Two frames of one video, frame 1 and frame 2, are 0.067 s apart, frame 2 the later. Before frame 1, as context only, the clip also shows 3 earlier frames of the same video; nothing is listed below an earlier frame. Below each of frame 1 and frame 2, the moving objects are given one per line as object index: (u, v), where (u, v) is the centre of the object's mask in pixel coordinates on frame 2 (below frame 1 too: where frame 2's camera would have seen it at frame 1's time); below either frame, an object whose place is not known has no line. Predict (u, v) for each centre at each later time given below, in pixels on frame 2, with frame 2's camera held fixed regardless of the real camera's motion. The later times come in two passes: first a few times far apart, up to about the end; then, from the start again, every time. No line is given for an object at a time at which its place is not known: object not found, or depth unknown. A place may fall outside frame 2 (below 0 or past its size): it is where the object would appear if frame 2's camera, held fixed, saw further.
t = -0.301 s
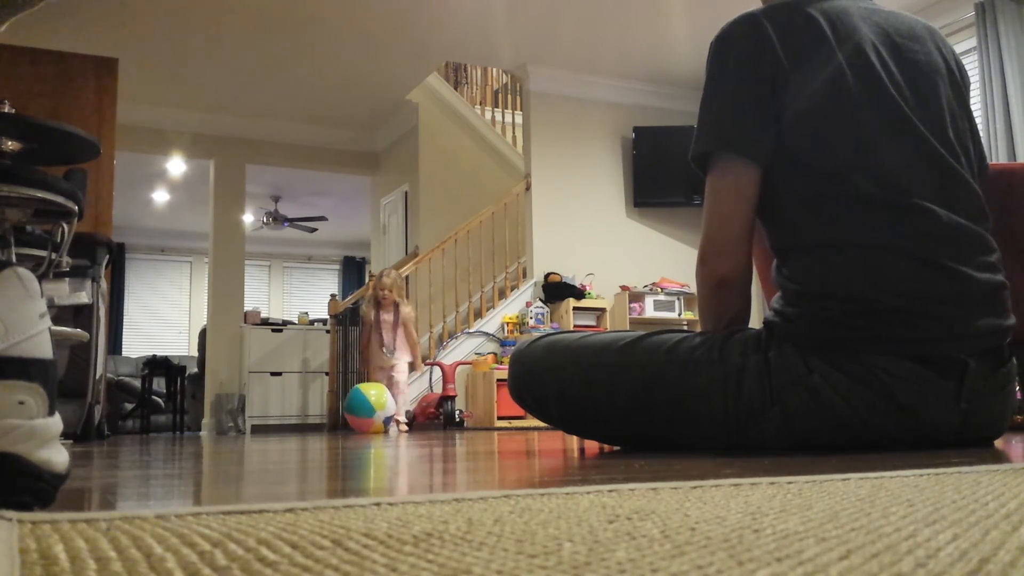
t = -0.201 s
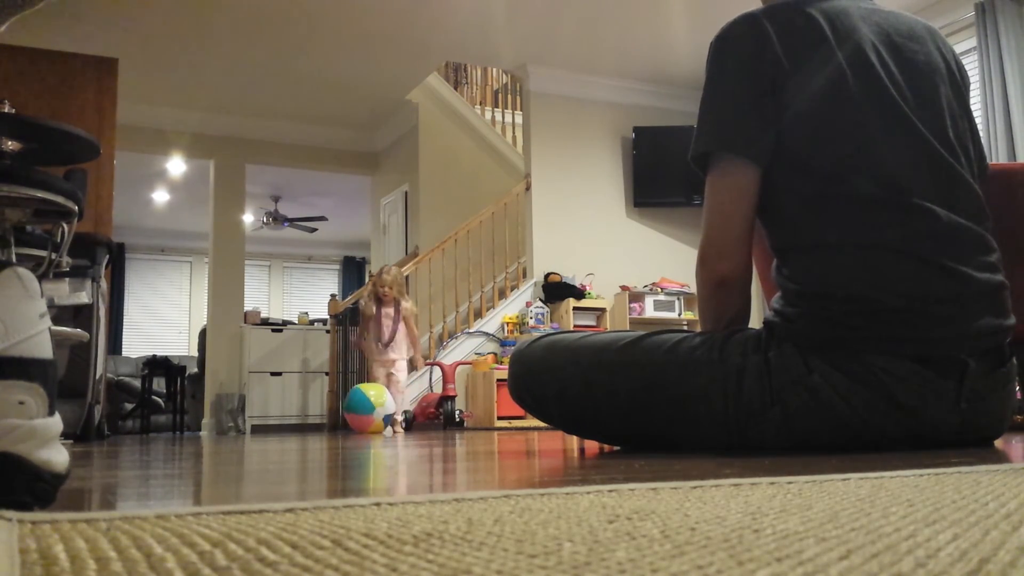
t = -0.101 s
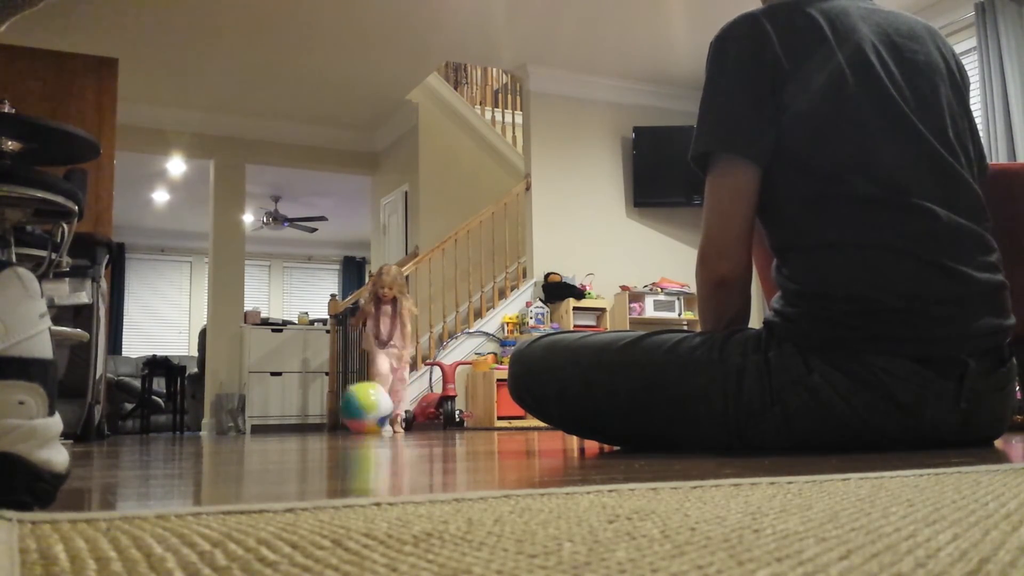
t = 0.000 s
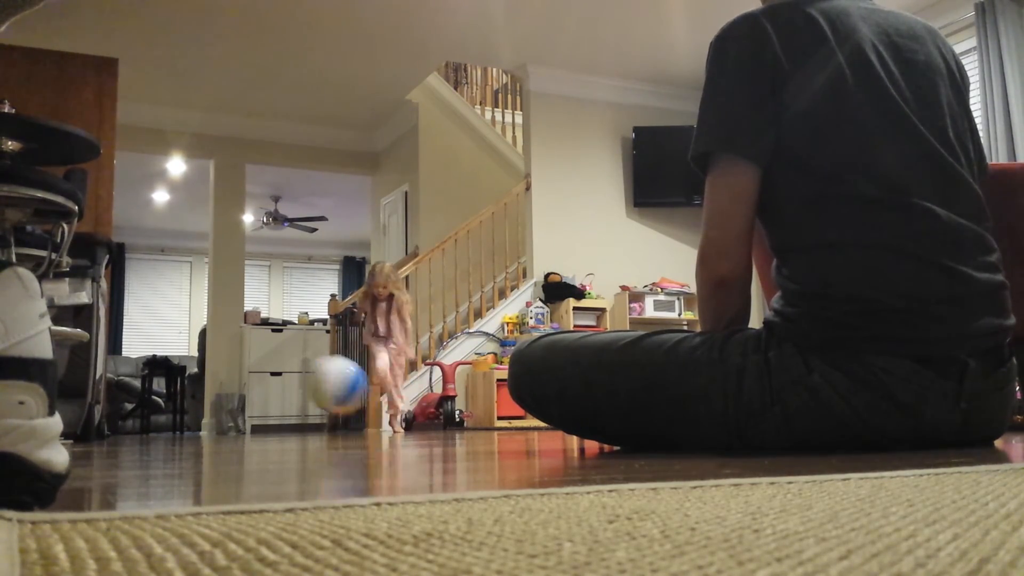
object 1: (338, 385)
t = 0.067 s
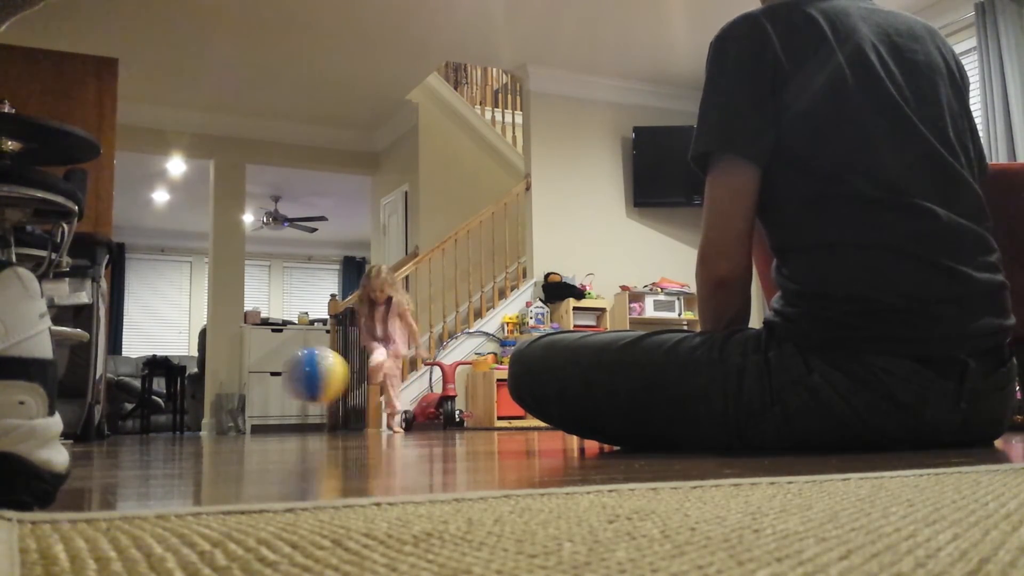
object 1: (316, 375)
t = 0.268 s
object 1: (228, 402)
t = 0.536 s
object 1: (99, 398)
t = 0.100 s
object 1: (304, 372)
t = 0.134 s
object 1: (289, 373)
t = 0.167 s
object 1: (277, 375)
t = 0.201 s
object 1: (259, 382)
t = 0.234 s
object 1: (244, 392)
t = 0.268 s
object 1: (228, 402)
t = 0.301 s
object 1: (215, 402)
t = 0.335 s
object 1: (199, 396)
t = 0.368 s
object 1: (183, 394)
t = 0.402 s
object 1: (166, 394)
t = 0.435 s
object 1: (149, 396)
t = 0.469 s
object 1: (135, 398)
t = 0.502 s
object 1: (111, 405)
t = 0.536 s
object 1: (99, 398)
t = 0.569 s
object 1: (89, 391)
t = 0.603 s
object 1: (81, 388)
